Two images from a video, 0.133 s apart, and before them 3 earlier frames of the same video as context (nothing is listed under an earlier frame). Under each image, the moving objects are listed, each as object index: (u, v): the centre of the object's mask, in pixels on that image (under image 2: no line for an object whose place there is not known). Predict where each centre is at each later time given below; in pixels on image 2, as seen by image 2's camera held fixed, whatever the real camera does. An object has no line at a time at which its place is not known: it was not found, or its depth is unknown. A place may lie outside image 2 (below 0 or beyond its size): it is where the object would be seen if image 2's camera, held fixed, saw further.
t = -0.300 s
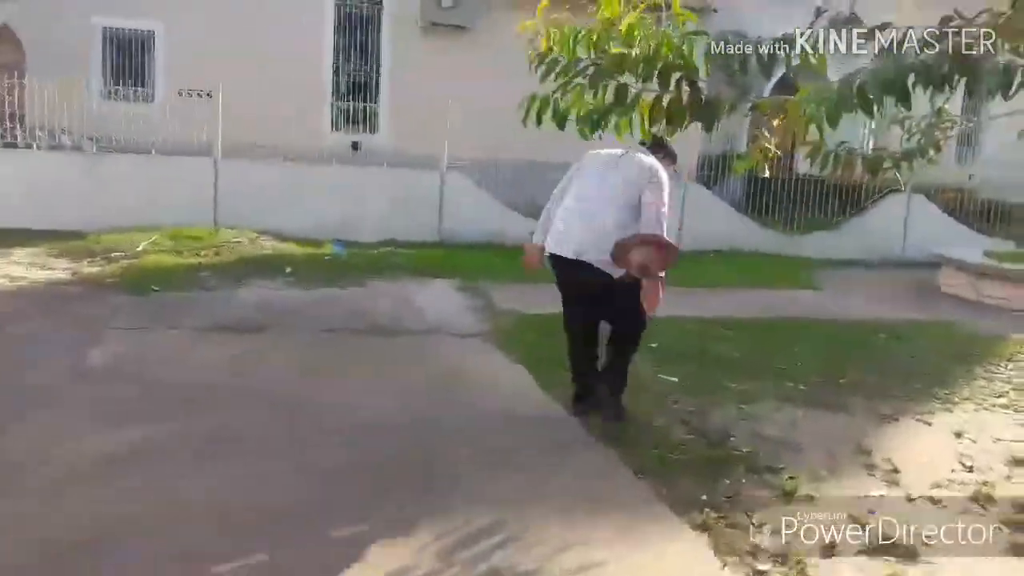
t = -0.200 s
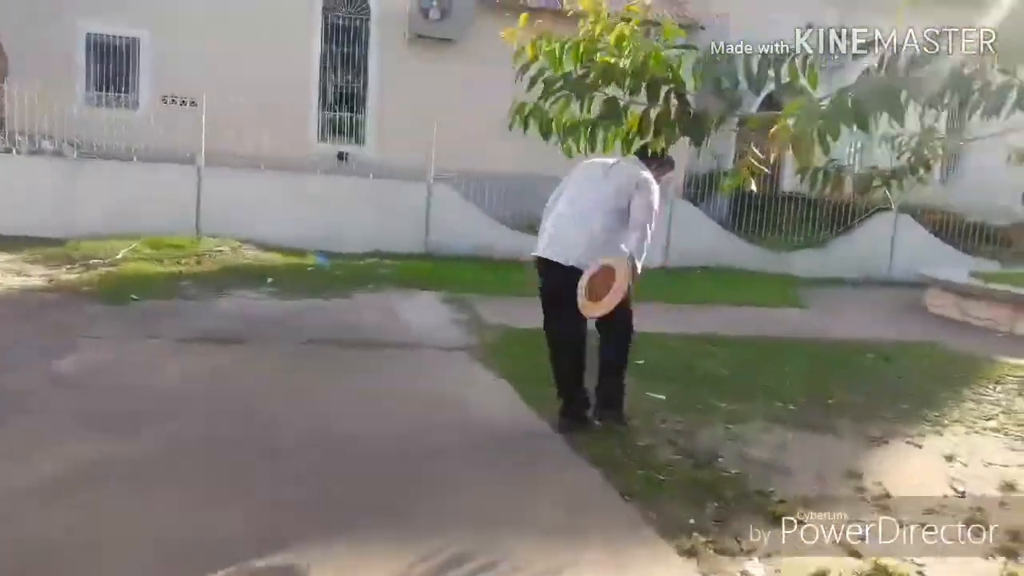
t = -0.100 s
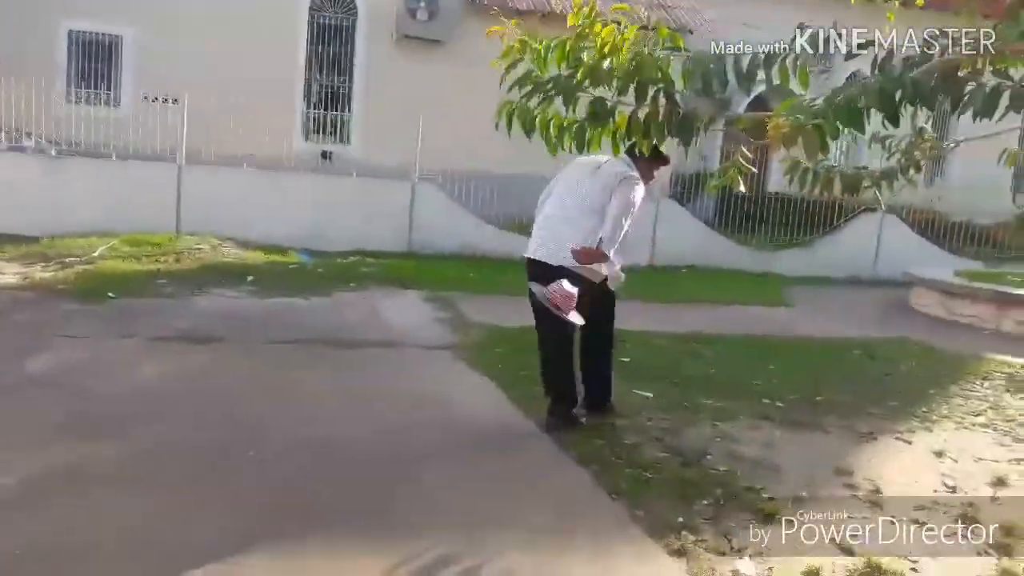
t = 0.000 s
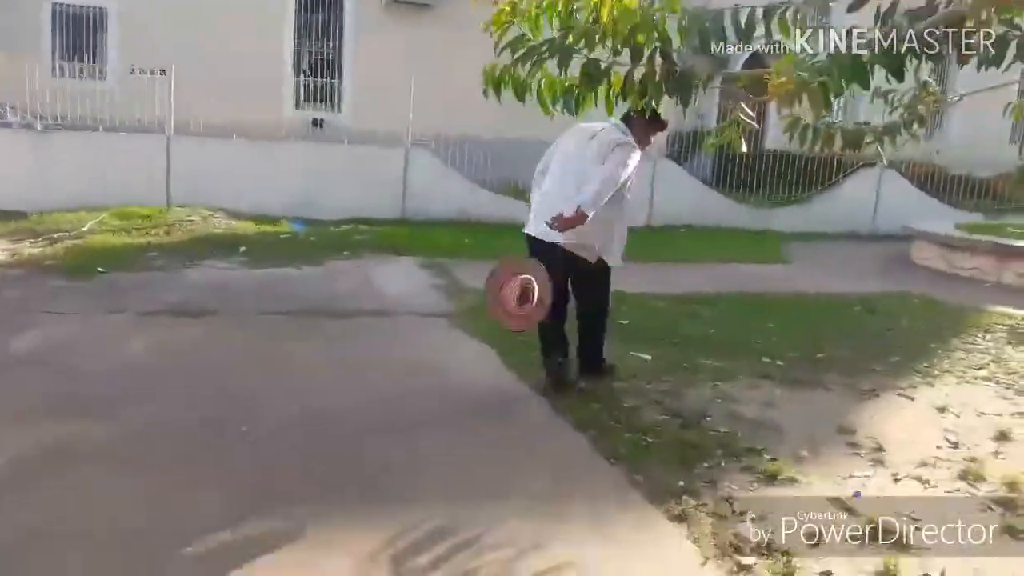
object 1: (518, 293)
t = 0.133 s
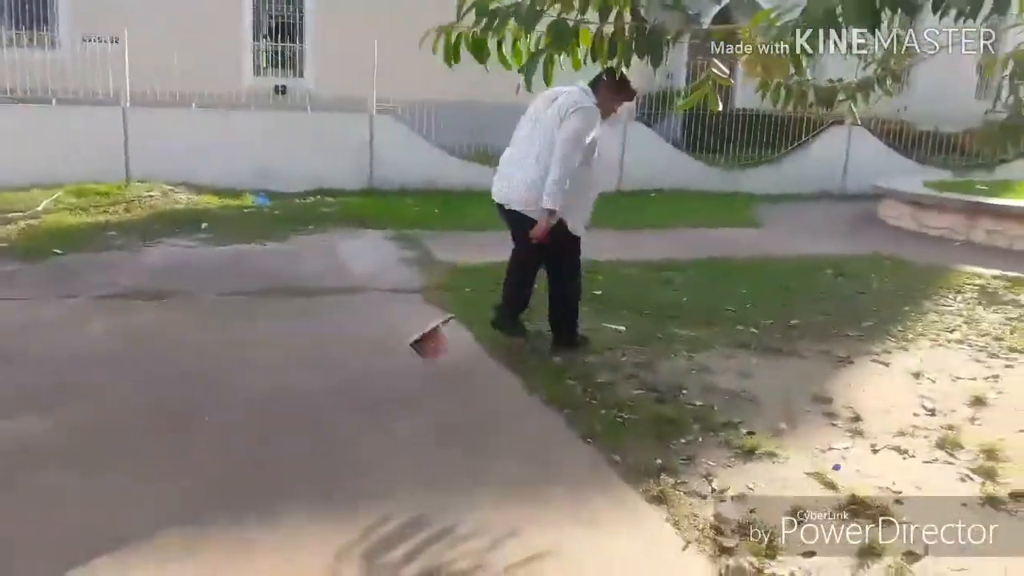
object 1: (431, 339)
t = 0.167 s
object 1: (410, 357)
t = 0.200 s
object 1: (390, 375)
